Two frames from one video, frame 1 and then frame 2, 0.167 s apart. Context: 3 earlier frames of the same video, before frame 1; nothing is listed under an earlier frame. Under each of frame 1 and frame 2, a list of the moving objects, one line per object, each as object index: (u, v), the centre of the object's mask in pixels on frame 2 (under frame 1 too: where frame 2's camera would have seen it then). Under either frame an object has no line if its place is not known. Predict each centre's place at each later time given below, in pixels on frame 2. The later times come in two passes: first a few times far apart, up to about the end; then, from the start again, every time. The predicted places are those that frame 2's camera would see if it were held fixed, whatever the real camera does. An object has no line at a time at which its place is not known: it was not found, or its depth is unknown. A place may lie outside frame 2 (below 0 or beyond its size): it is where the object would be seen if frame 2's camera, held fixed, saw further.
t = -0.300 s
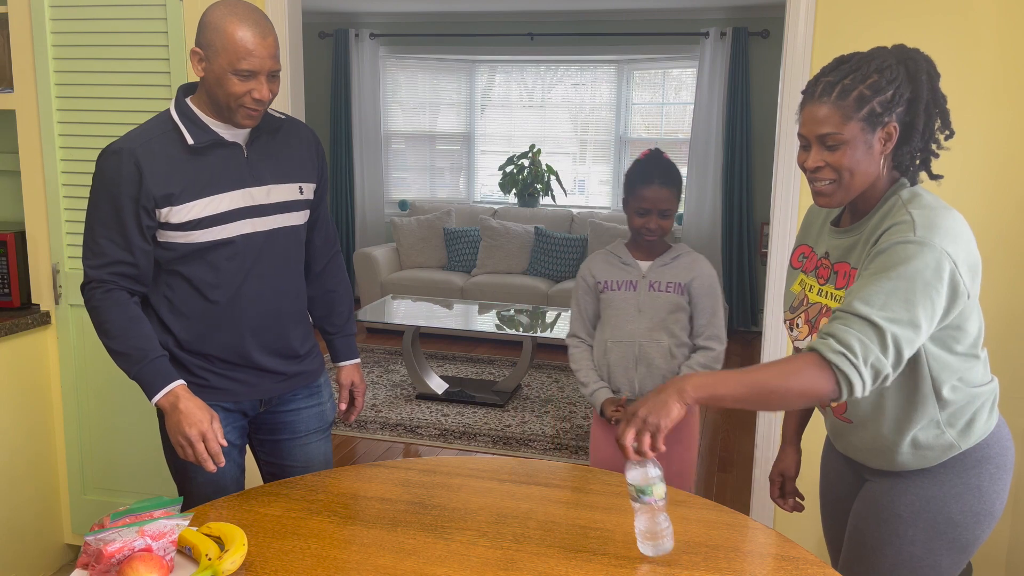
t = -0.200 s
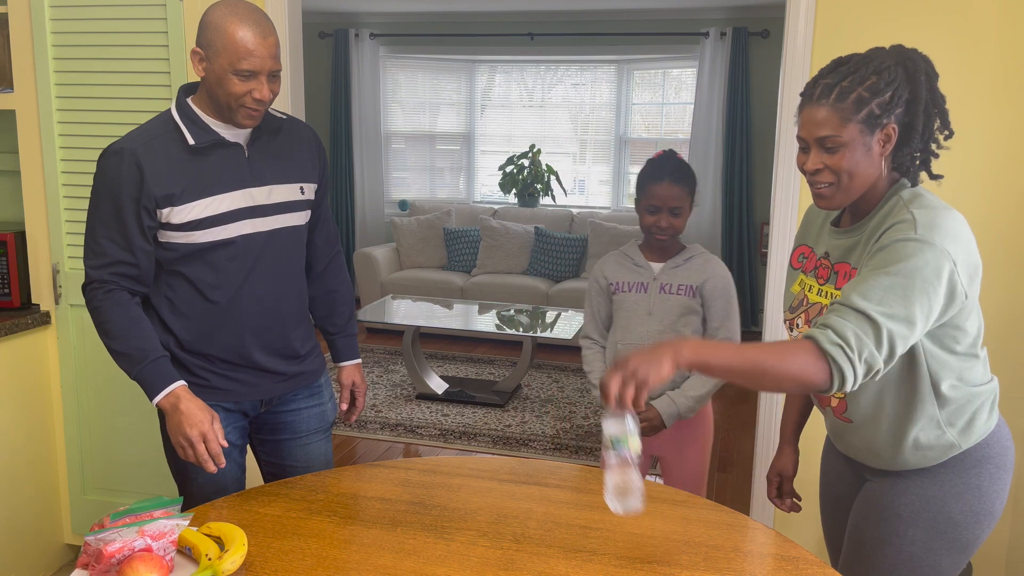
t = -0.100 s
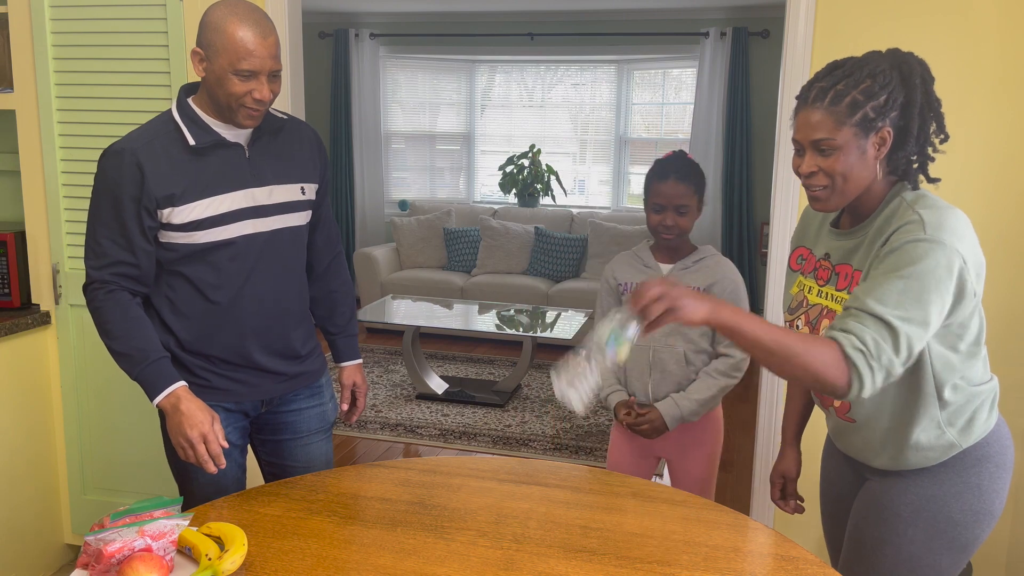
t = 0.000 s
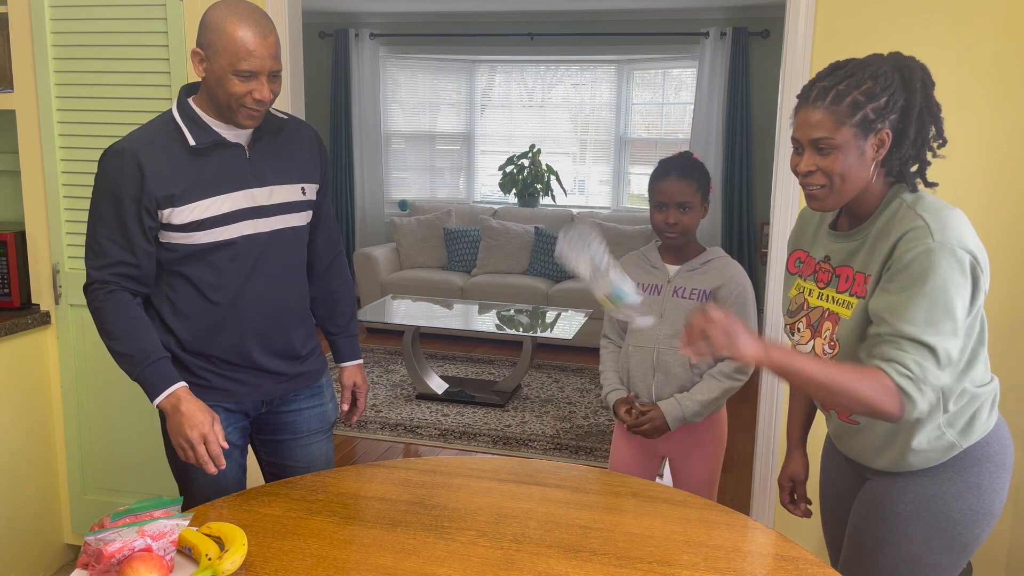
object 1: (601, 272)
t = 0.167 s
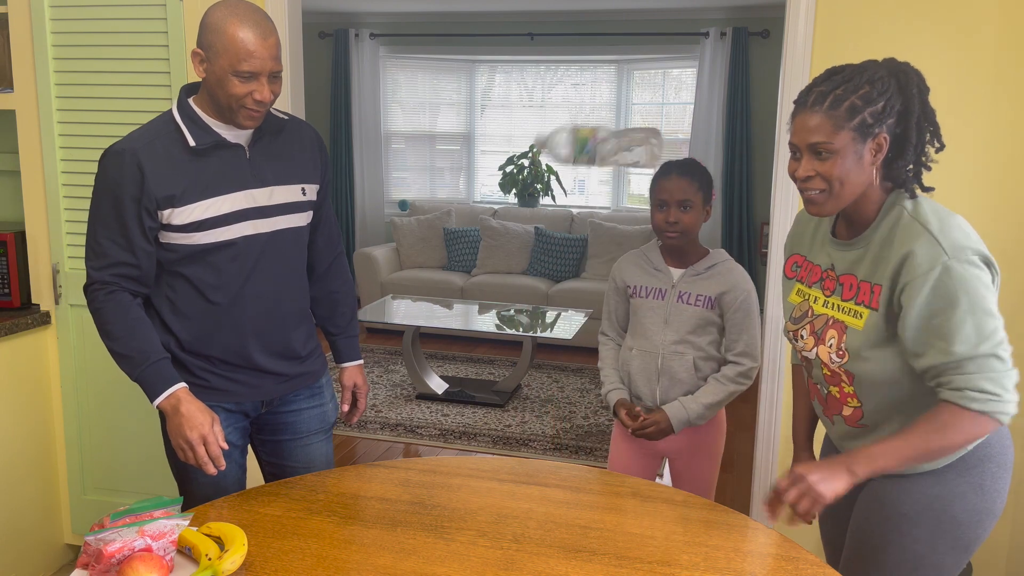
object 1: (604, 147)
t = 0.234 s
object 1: (621, 147)
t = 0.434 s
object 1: (664, 318)
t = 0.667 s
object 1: (714, 550)
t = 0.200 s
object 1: (612, 142)
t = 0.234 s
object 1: (621, 147)
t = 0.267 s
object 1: (630, 159)
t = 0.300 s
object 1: (639, 179)
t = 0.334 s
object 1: (646, 207)
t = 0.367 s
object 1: (653, 239)
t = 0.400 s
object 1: (658, 275)
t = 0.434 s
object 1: (664, 318)
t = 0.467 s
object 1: (670, 366)
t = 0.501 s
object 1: (675, 417)
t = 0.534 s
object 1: (680, 477)
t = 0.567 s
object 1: (691, 523)
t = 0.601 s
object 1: (707, 537)
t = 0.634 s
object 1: (709, 550)
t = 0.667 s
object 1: (714, 550)
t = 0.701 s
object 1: (719, 554)
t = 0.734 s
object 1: (722, 555)
